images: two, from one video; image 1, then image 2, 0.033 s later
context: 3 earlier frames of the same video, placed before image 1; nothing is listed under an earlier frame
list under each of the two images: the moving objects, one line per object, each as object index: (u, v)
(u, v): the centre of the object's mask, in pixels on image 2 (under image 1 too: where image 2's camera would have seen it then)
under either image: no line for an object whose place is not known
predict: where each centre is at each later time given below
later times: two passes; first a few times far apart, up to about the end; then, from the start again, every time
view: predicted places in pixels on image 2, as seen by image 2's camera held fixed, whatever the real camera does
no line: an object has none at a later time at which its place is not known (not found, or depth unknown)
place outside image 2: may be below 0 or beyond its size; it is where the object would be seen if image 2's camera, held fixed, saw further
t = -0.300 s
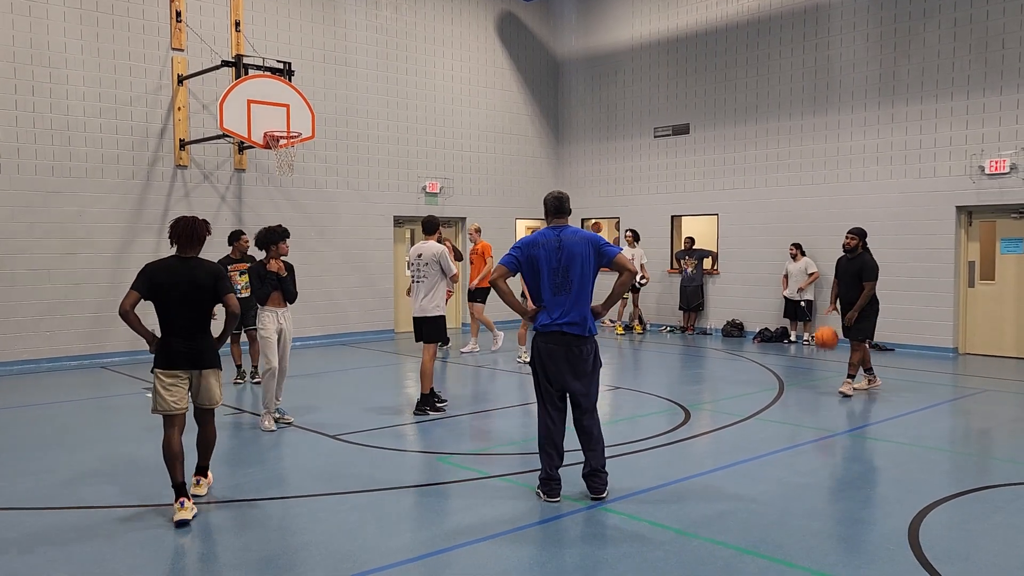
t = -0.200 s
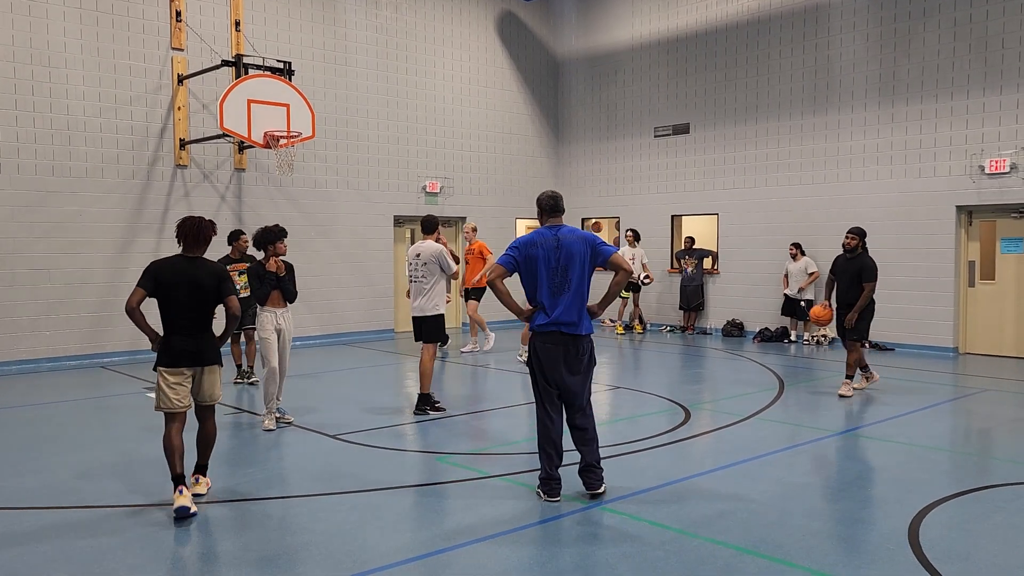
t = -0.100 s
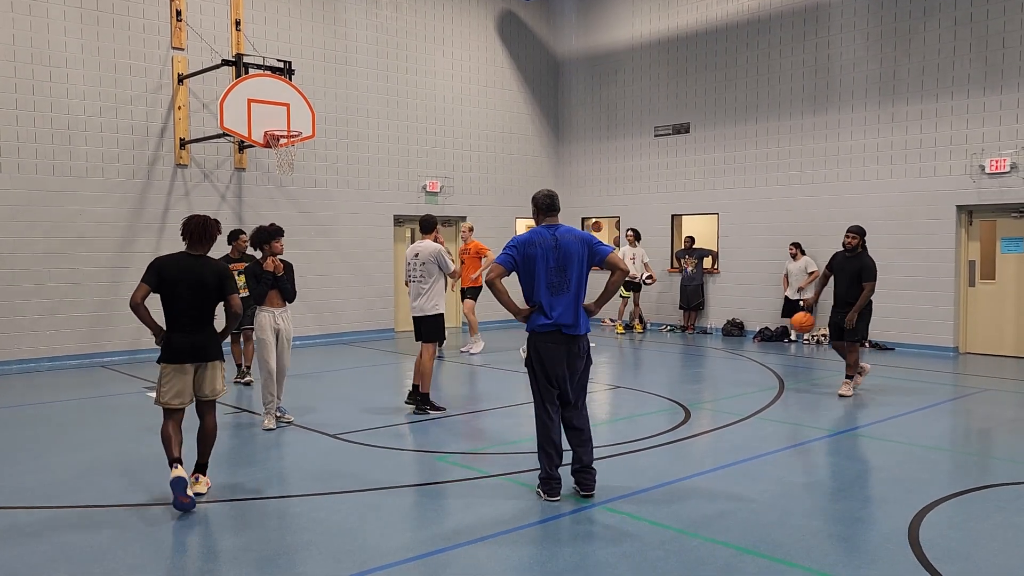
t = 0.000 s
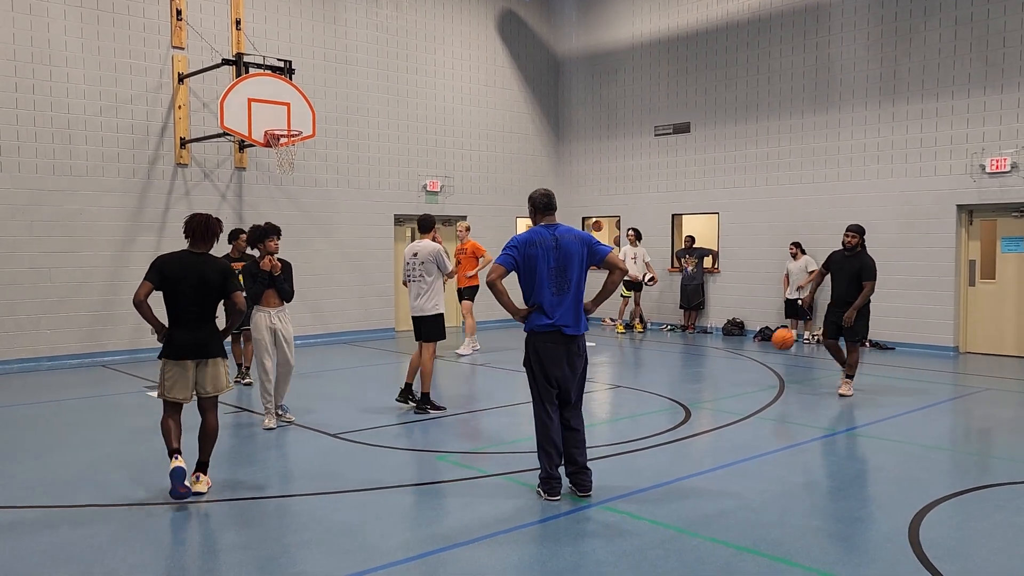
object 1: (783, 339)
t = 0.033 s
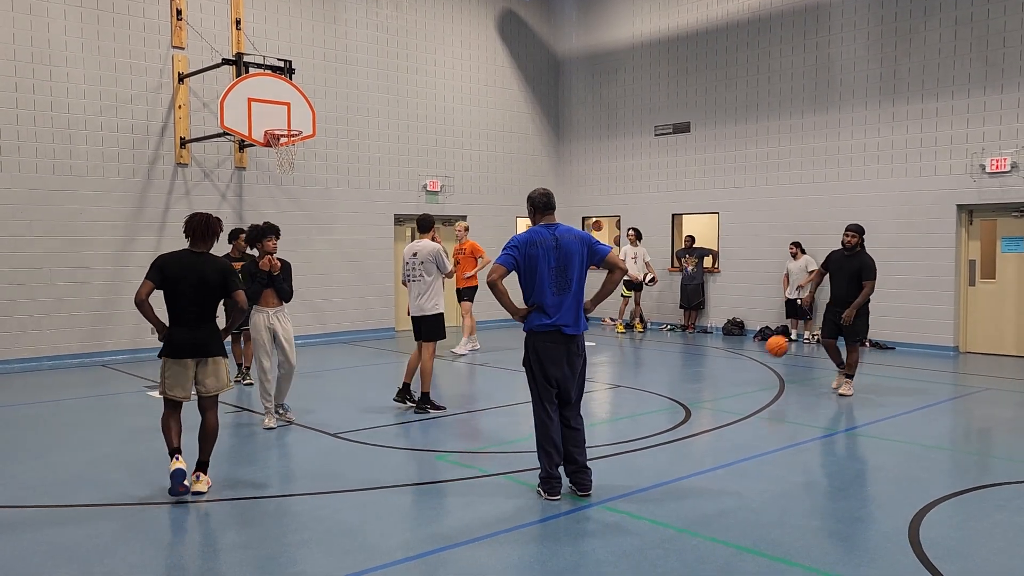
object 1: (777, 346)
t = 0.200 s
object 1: (751, 353)
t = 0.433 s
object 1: (726, 323)
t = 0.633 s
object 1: (705, 334)
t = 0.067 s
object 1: (771, 354)
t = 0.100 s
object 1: (765, 364)
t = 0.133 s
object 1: (759, 370)
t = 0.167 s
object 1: (755, 361)
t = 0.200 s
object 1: (751, 353)
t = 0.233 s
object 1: (747, 346)
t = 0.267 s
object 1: (744, 339)
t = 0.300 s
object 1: (740, 334)
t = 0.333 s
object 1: (736, 330)
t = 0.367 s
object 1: (733, 327)
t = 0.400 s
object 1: (729, 325)
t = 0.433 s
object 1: (726, 323)
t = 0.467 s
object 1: (722, 323)
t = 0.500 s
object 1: (719, 323)
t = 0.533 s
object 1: (715, 324)
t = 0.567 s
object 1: (712, 326)
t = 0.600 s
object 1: (708, 329)
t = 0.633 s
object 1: (705, 334)
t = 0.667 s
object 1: (701, 339)
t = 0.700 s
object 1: (698, 344)
